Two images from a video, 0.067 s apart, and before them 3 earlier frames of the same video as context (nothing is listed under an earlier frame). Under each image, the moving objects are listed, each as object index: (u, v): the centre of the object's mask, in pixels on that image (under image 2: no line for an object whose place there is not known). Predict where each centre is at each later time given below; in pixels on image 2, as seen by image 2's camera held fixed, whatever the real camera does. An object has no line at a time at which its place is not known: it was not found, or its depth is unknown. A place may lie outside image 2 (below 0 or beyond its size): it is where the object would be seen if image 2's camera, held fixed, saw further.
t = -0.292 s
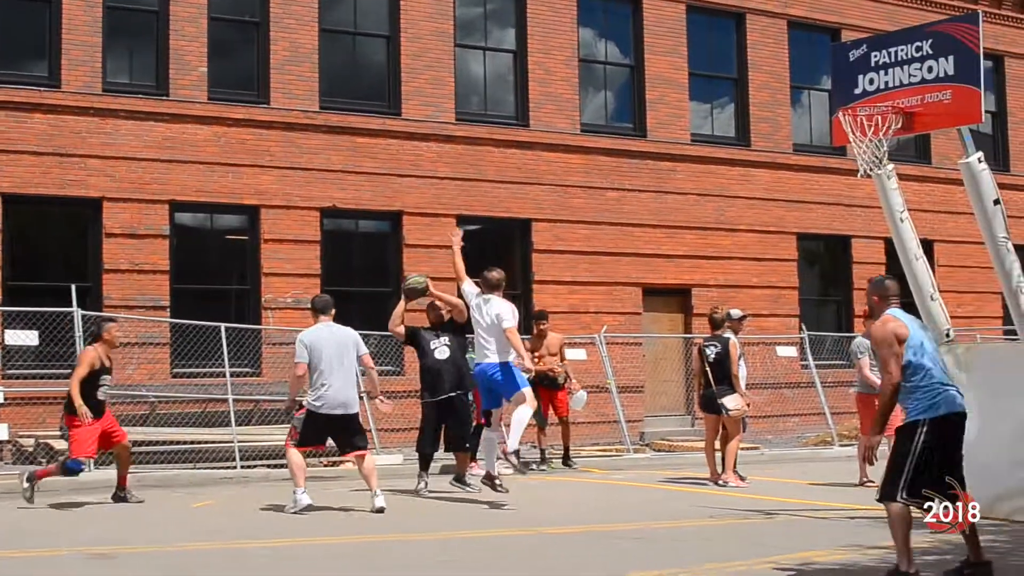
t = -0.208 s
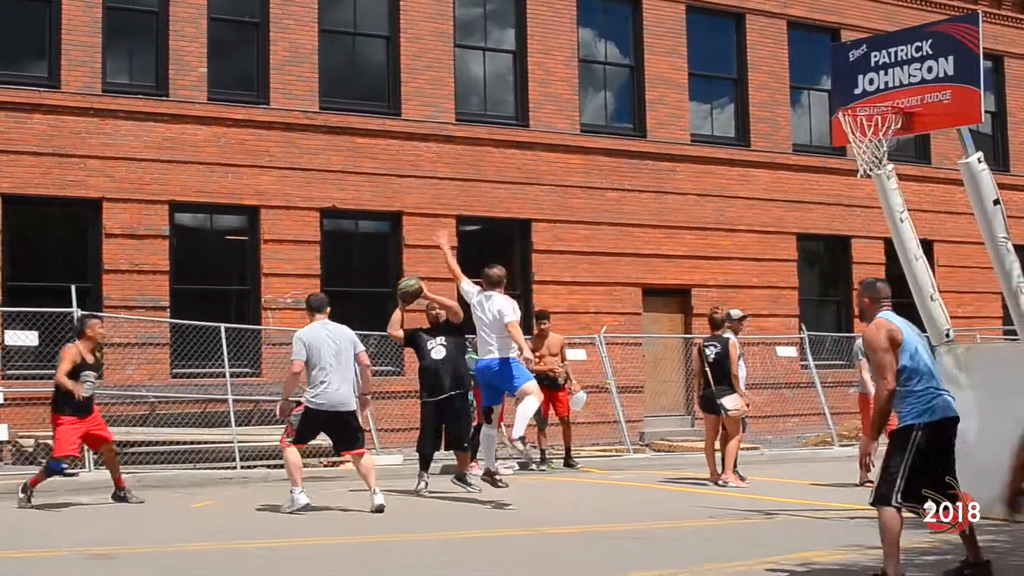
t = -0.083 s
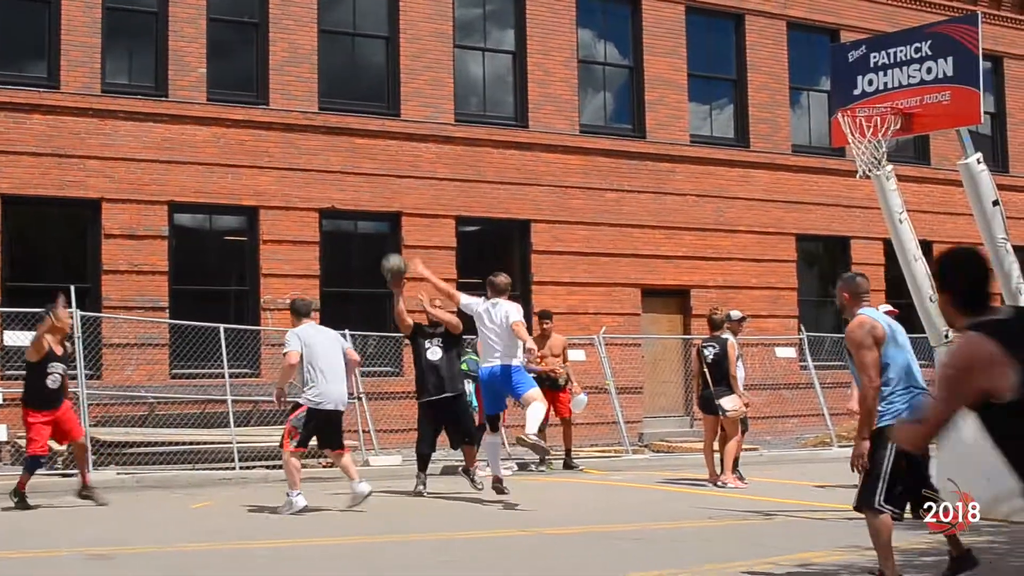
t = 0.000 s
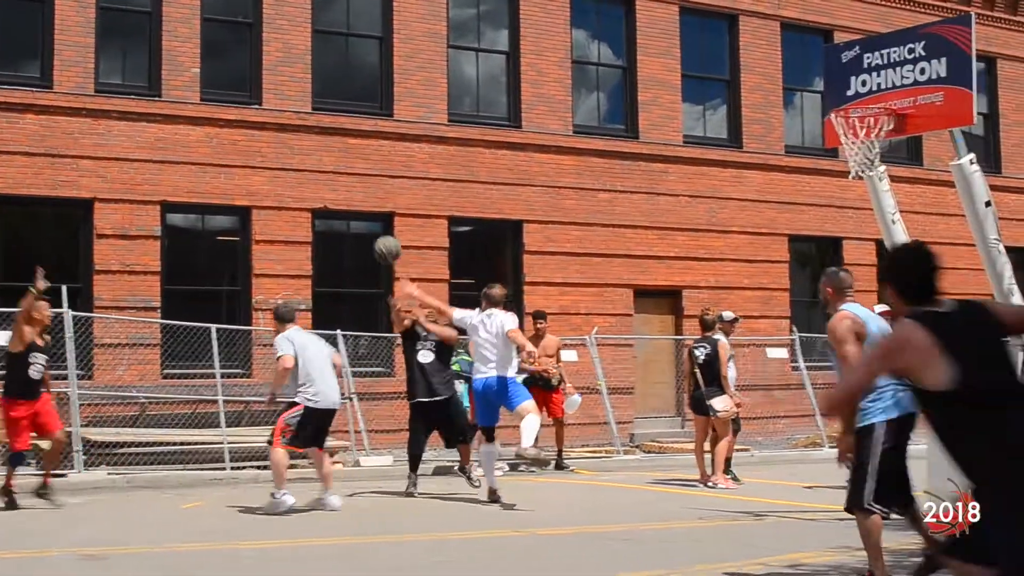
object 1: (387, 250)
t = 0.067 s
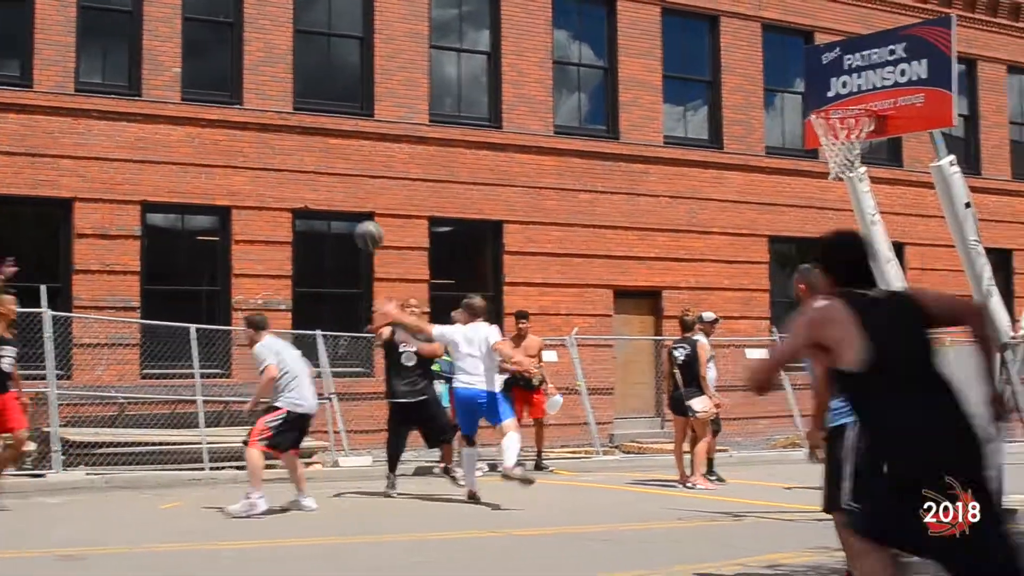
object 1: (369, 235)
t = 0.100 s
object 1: (370, 229)
